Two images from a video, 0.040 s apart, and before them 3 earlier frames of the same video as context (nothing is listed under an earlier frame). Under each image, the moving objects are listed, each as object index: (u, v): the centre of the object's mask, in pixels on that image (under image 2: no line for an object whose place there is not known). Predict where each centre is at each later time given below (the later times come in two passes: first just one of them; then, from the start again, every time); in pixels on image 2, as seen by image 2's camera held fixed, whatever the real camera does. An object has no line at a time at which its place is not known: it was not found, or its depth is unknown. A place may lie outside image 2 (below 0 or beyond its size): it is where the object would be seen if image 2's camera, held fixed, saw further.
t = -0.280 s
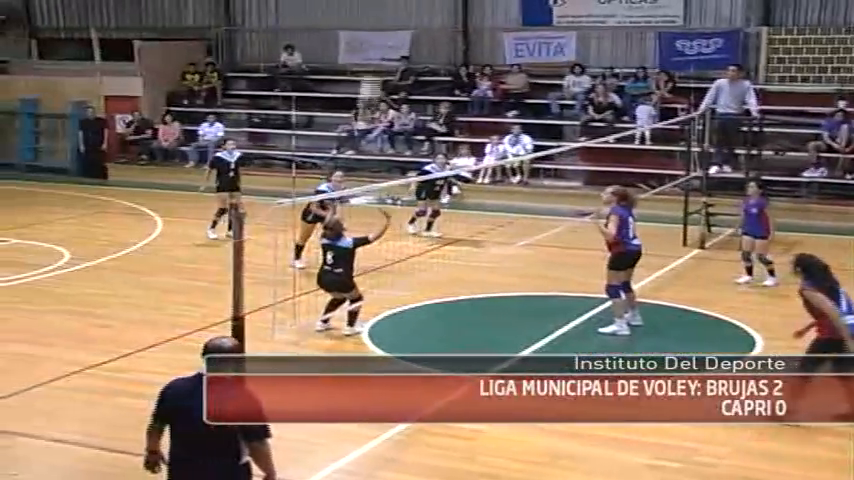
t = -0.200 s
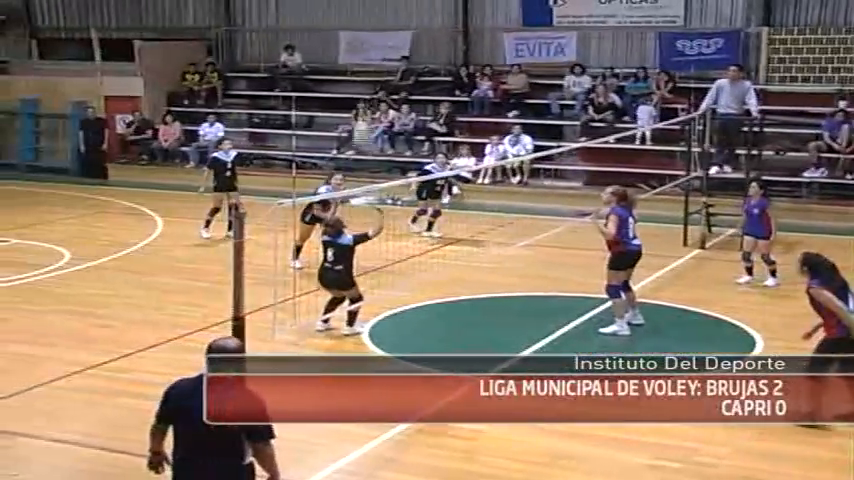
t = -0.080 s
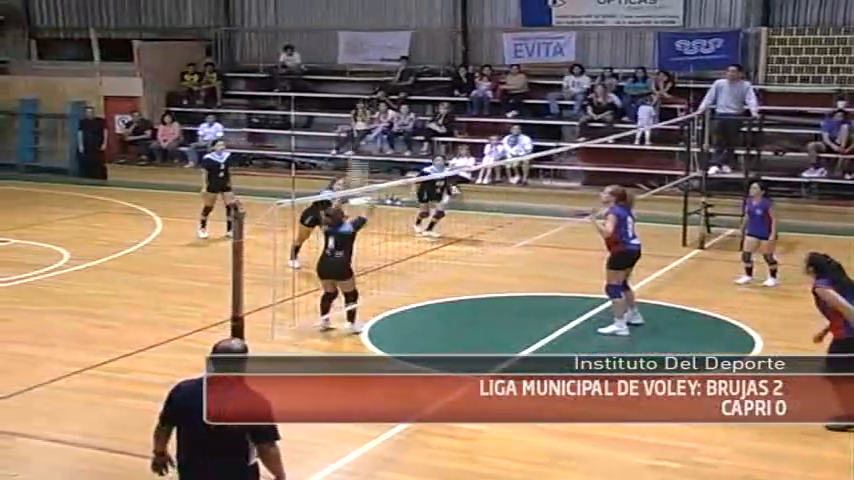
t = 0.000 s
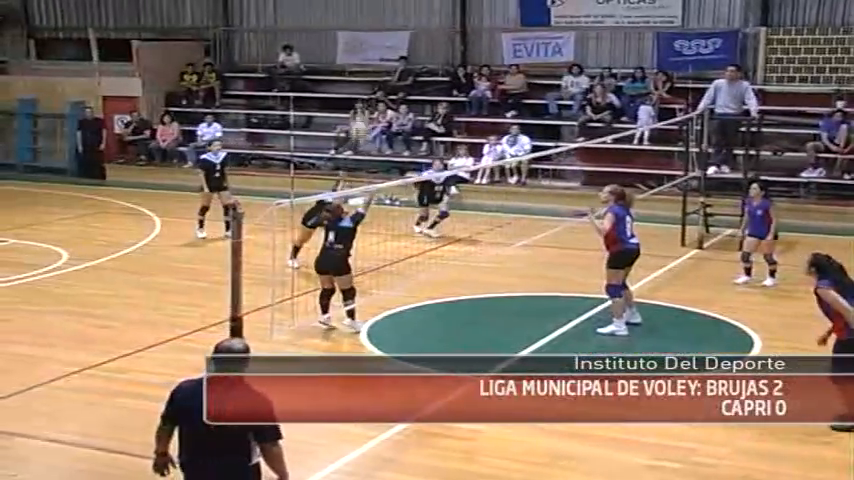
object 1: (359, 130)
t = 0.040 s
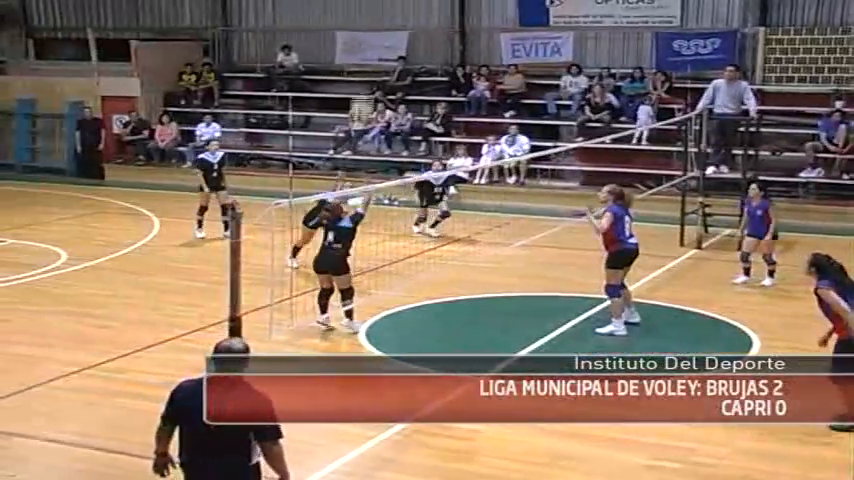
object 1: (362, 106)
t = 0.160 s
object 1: (366, 52)
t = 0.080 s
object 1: (363, 87)
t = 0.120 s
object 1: (365, 69)
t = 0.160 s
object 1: (366, 52)
